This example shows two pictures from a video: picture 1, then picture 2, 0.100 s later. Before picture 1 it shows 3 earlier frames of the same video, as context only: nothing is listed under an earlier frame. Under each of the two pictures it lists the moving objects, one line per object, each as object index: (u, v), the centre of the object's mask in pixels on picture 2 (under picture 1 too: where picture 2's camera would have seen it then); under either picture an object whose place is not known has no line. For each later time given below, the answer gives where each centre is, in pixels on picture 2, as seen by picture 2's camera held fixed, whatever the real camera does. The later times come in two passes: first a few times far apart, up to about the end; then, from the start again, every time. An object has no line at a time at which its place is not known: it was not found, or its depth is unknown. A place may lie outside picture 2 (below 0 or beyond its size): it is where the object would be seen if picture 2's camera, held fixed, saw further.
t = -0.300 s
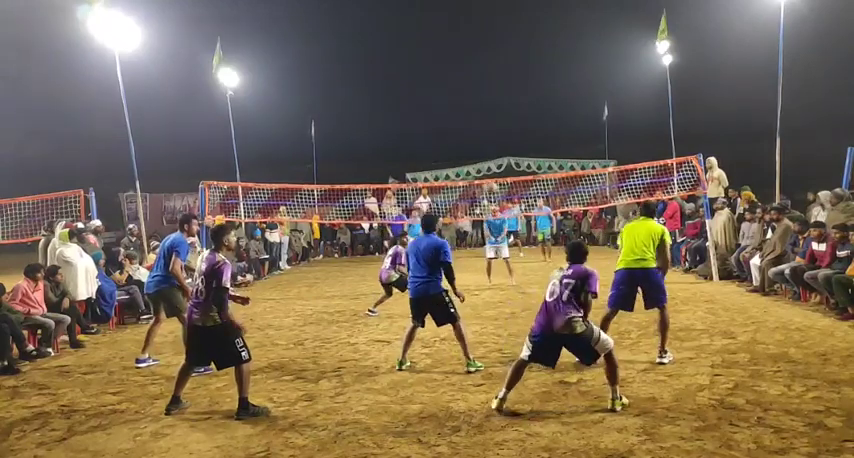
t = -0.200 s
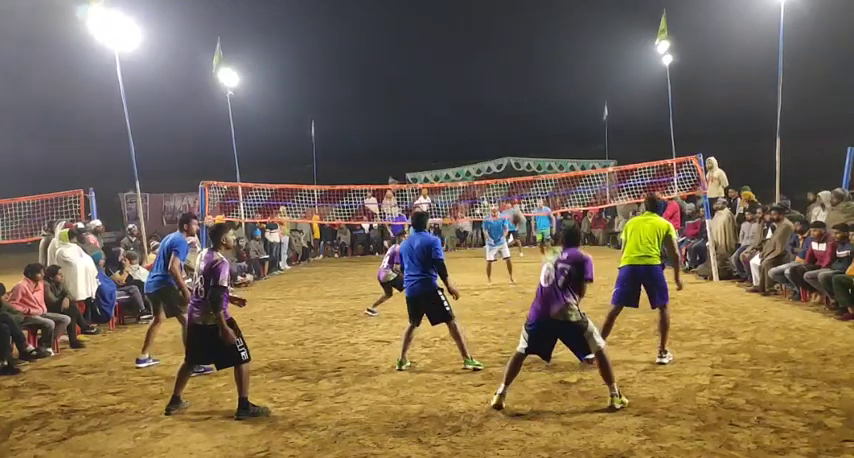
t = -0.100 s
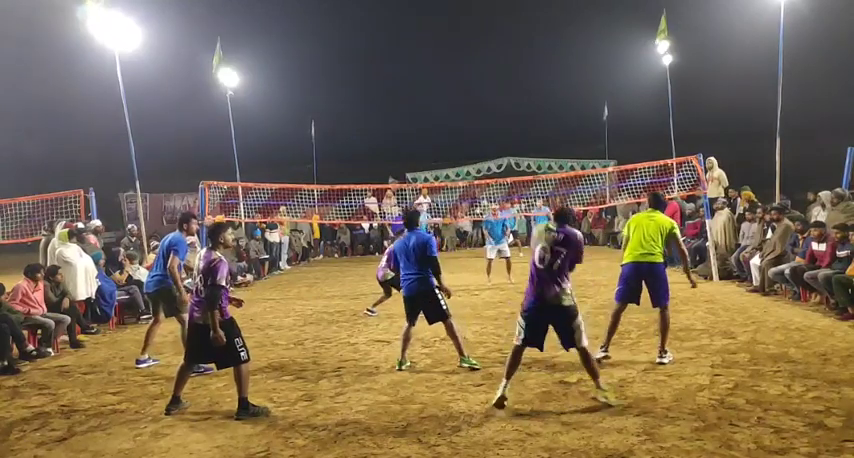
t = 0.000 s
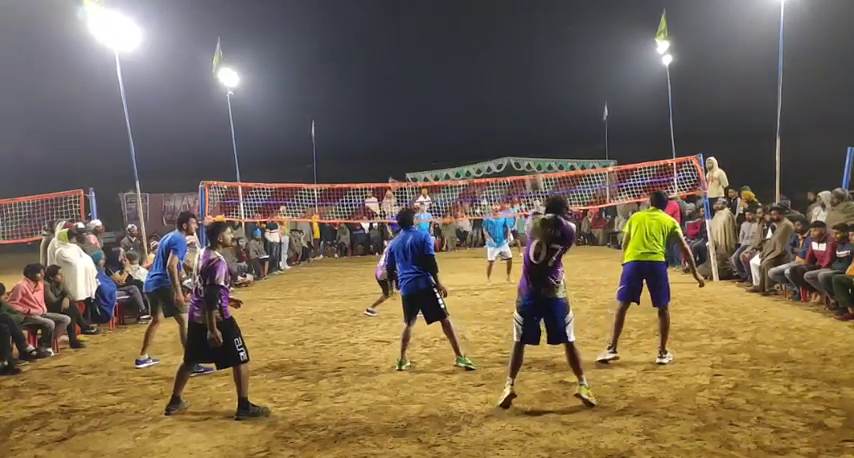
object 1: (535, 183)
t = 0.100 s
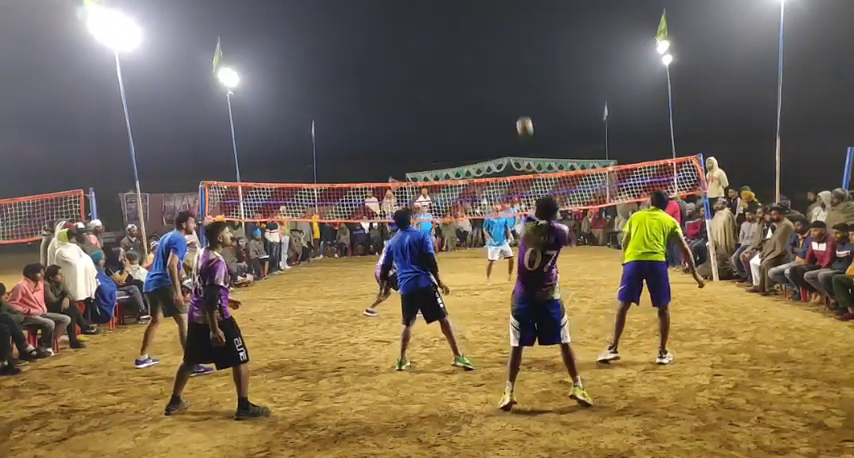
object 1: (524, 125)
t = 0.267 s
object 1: (514, 72)
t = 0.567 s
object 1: (507, 44)
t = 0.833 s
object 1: (506, 61)
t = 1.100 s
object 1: (507, 101)
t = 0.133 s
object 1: (521, 112)
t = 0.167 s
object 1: (519, 100)
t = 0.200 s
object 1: (517, 89)
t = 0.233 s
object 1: (516, 80)
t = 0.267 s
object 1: (514, 72)
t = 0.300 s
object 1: (513, 65)
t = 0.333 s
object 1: (512, 59)
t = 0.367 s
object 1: (510, 55)
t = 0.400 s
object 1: (510, 51)
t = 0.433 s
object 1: (509, 48)
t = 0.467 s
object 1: (508, 46)
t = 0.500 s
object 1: (508, 44)
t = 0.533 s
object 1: (507, 44)
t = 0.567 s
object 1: (507, 44)
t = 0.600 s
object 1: (507, 44)
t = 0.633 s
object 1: (506, 45)
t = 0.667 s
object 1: (506, 47)
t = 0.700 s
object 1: (506, 49)
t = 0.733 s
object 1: (506, 52)
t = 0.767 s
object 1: (506, 55)
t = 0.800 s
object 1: (506, 58)
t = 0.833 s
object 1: (506, 61)
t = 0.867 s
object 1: (506, 65)
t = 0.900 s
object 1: (506, 70)
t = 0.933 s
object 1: (506, 74)
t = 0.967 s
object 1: (506, 79)
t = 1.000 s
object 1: (507, 84)
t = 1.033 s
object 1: (507, 90)
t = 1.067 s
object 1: (507, 95)
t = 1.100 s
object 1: (507, 101)
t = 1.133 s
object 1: (508, 108)
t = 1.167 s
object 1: (508, 114)
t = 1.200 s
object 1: (508, 120)
